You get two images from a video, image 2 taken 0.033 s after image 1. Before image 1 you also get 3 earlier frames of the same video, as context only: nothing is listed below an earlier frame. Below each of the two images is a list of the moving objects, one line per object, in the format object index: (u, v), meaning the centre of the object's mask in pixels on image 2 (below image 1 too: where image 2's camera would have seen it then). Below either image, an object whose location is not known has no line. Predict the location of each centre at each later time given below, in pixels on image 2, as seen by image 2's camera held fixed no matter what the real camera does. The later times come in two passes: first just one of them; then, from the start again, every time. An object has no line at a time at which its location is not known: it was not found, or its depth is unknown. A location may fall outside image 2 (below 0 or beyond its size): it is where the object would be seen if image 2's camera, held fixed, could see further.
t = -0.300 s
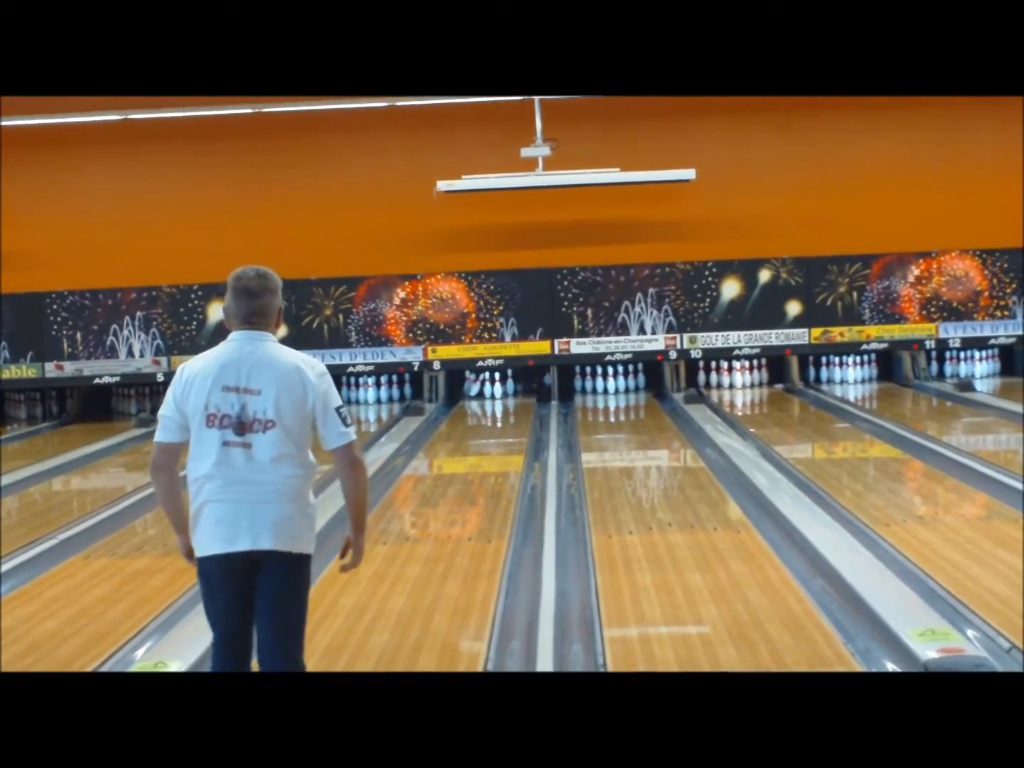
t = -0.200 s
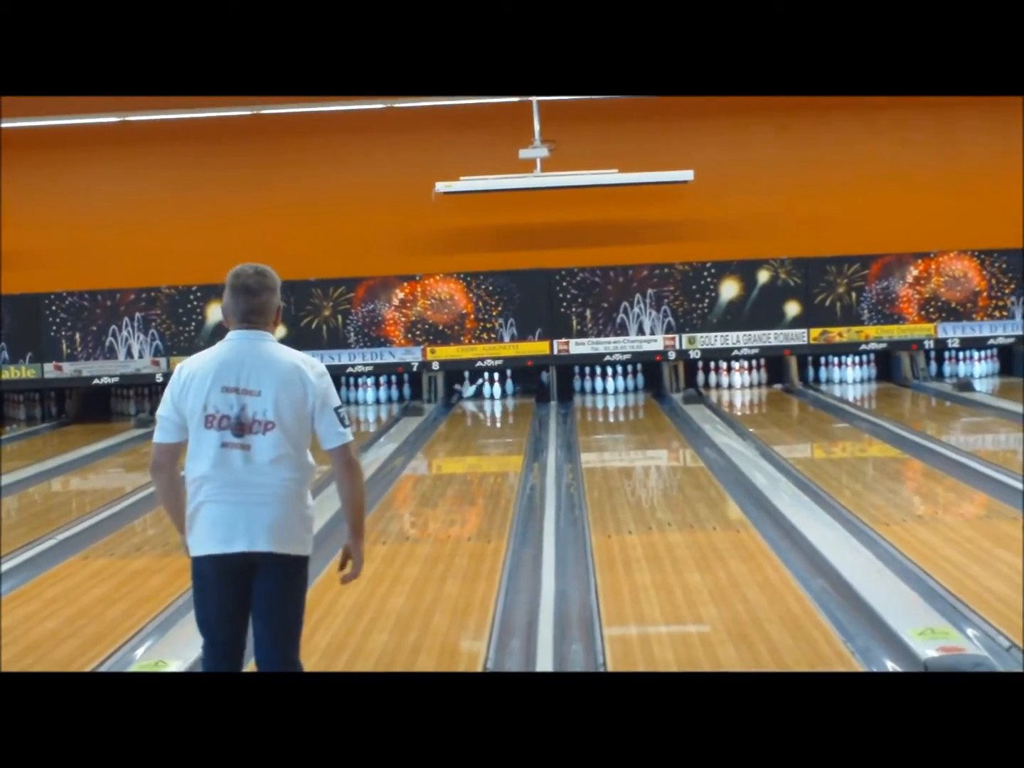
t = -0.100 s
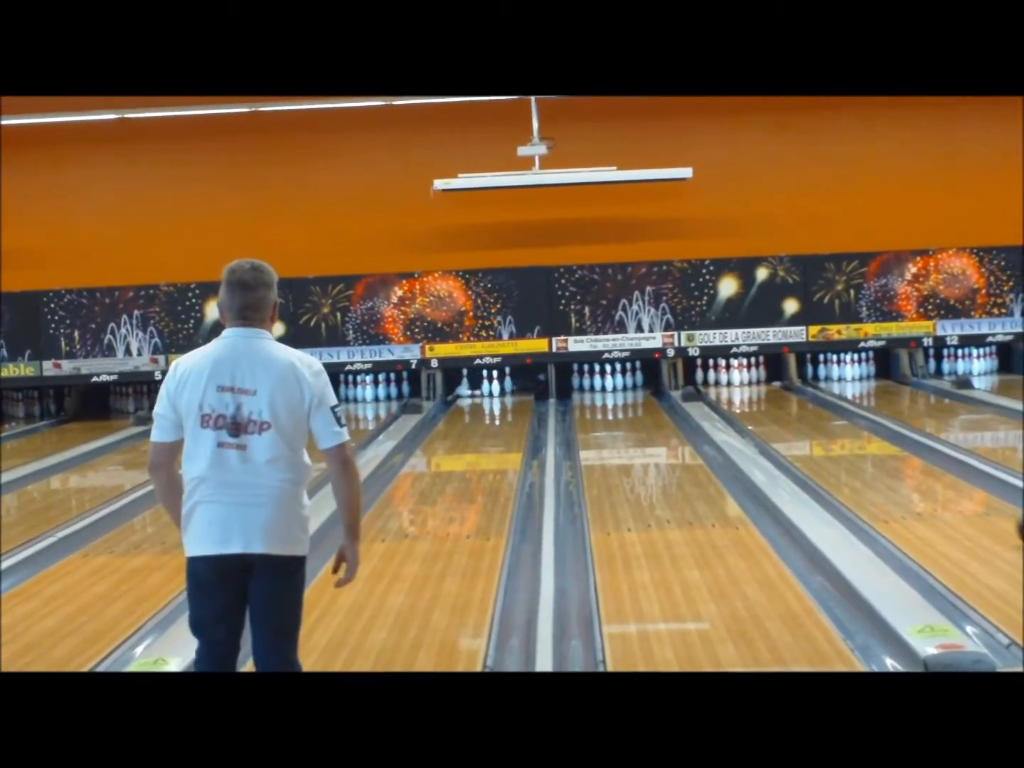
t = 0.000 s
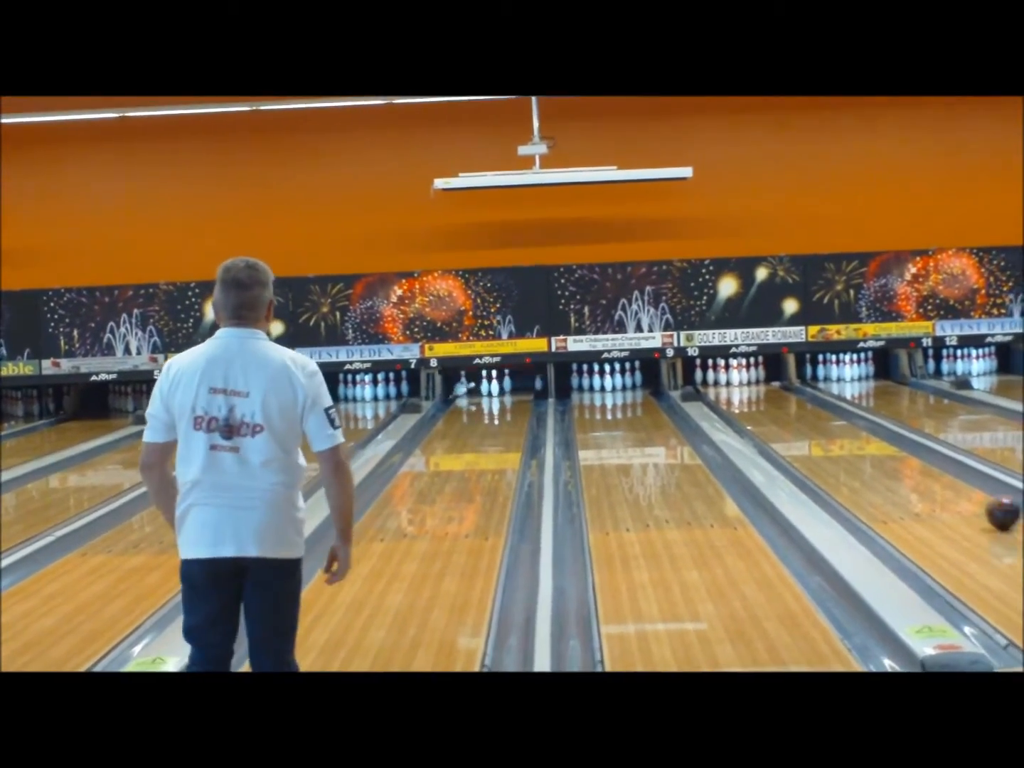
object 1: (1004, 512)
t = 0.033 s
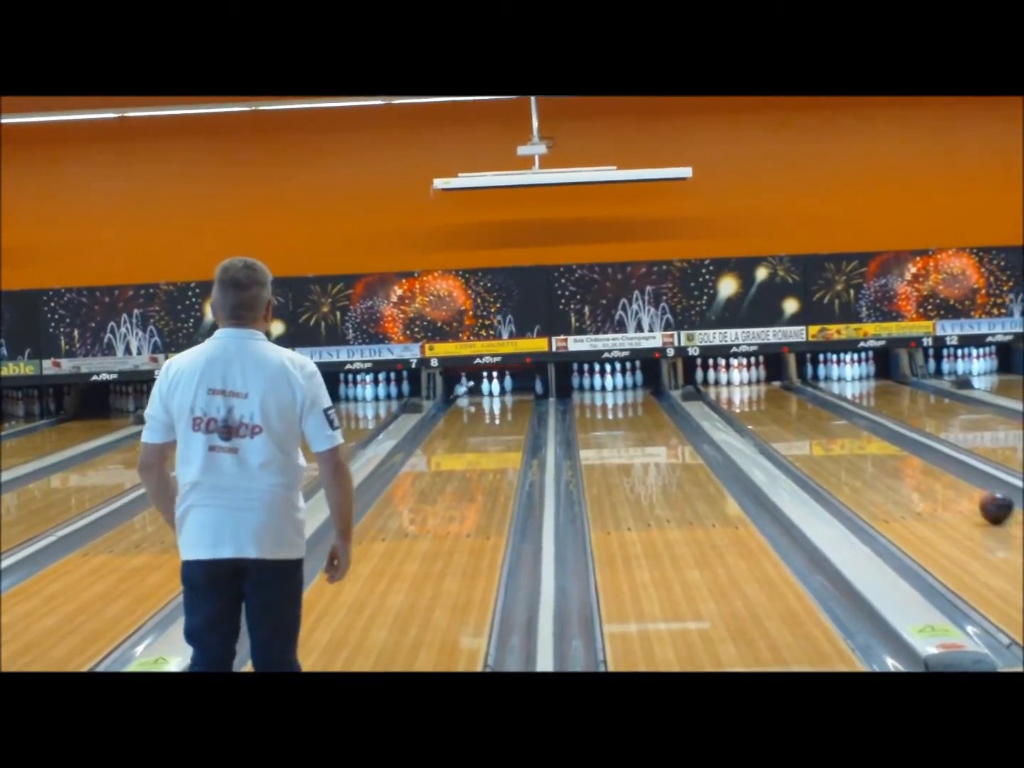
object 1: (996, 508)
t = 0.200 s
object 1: (955, 485)
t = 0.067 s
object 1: (986, 503)
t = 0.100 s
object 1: (978, 498)
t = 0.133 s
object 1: (969, 494)
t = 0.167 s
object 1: (962, 489)
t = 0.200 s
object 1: (955, 485)
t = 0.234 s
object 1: (948, 481)
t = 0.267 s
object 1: (940, 478)
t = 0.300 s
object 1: (933, 475)
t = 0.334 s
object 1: (928, 470)
